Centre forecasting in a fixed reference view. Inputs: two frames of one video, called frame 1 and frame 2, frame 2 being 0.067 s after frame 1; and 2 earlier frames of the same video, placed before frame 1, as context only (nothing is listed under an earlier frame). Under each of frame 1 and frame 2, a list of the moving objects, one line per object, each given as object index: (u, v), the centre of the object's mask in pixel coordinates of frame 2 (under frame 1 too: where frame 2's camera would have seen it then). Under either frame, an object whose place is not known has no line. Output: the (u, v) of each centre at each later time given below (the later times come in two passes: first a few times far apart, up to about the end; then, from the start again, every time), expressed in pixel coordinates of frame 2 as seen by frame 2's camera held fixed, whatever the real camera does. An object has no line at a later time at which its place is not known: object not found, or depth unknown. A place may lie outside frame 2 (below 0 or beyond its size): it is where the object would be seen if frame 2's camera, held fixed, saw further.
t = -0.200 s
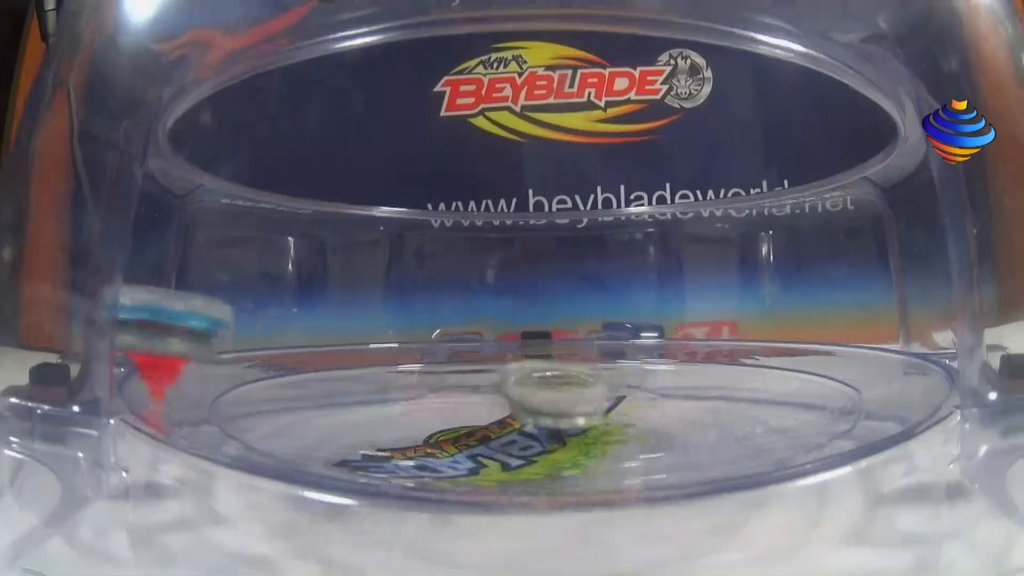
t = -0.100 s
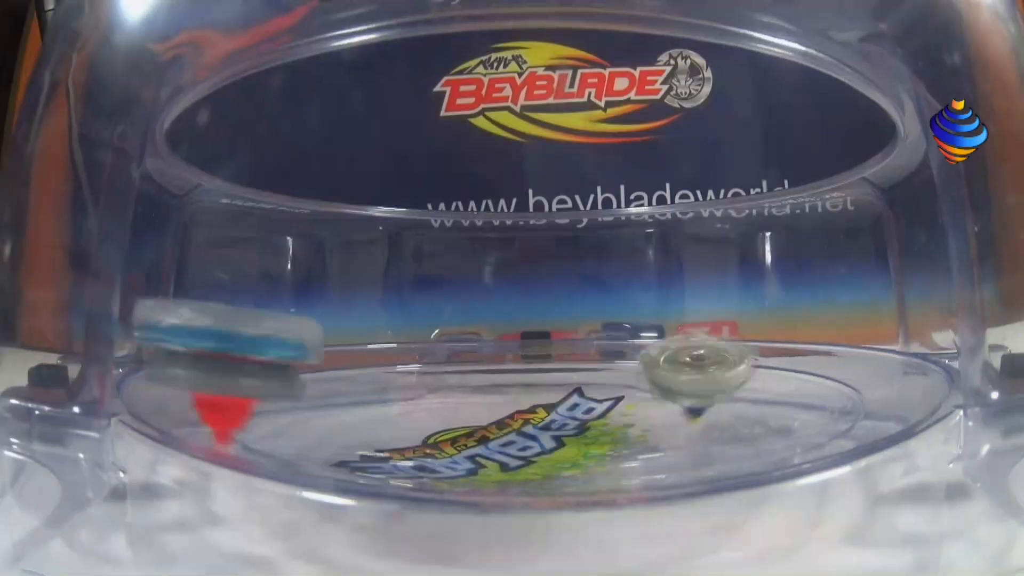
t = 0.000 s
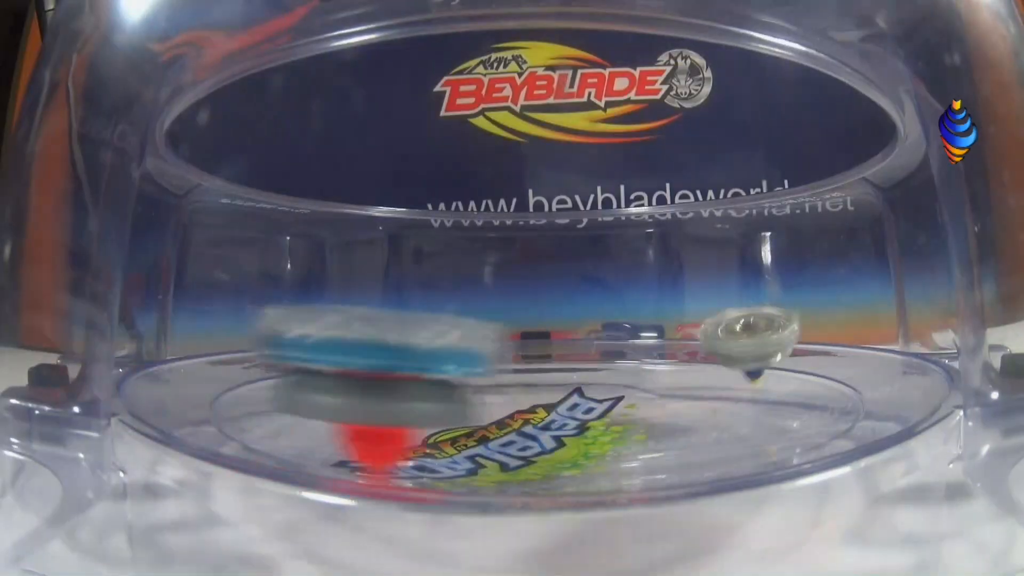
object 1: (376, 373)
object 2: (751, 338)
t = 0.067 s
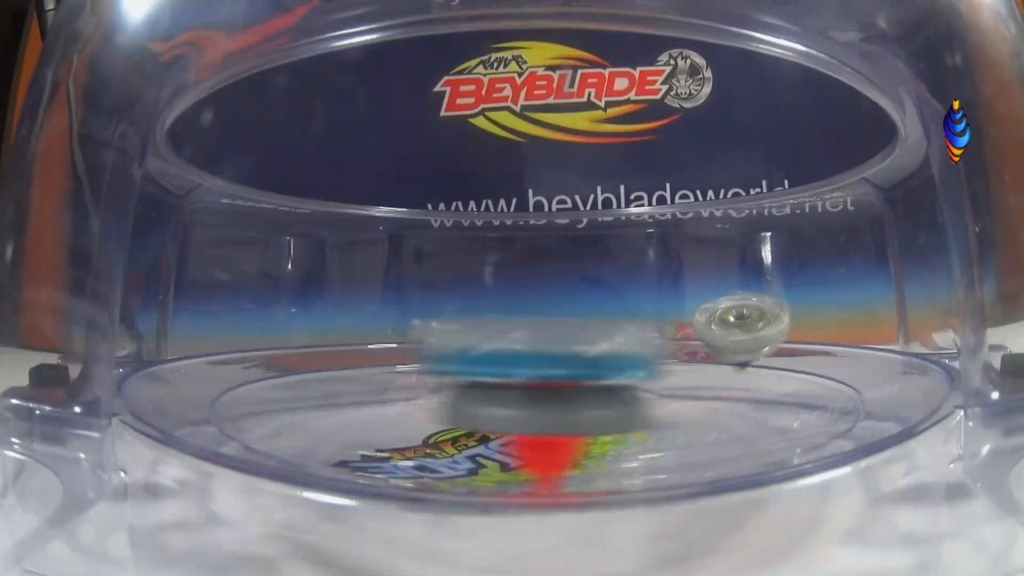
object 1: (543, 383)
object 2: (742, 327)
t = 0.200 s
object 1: (764, 389)
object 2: (686, 333)
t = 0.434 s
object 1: (756, 359)
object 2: (629, 375)
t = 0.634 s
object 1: (669, 342)
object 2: (513, 408)
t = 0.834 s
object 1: (514, 345)
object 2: (630, 410)
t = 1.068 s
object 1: (383, 378)
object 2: (623, 394)
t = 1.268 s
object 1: (461, 418)
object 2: (438, 365)
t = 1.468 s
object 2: (345, 384)
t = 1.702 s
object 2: (581, 402)
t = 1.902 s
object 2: (569, 384)
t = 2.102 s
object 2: (470, 392)
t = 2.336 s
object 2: (559, 407)
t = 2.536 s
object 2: (613, 389)
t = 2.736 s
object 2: (540, 381)
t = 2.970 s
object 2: (502, 396)
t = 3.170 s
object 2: (576, 404)
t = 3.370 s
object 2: (624, 394)
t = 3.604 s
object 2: (581, 389)
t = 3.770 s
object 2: (535, 392)
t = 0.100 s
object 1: (616, 387)
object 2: (736, 323)
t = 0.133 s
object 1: (683, 388)
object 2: (714, 320)
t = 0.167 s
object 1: (731, 392)
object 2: (700, 326)
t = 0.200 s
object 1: (764, 389)
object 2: (686, 333)
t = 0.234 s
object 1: (780, 384)
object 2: (682, 343)
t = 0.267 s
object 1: (787, 380)
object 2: (677, 346)
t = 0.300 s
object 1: (785, 377)
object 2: (673, 351)
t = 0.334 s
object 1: (778, 373)
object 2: (666, 356)
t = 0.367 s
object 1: (766, 370)
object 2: (660, 362)
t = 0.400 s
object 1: (752, 367)
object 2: (652, 370)
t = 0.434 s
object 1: (756, 359)
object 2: (629, 375)
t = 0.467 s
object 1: (753, 354)
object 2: (604, 381)
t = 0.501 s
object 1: (744, 351)
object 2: (581, 388)
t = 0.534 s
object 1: (730, 348)
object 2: (561, 394)
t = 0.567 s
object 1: (713, 346)
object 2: (540, 398)
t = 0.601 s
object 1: (691, 343)
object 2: (524, 404)
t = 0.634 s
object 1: (669, 342)
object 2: (513, 408)
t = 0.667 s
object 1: (645, 340)
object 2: (506, 410)
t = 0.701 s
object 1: (621, 339)
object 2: (510, 413)
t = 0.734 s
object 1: (594, 340)
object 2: (525, 414)
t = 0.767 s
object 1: (566, 340)
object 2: (552, 413)
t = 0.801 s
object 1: (541, 342)
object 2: (590, 412)
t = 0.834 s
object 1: (514, 345)
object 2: (630, 410)
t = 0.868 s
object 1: (489, 348)
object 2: (662, 407)
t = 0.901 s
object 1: (464, 352)
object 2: (685, 403)
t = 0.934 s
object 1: (444, 356)
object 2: (691, 400)
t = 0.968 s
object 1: (425, 361)
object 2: (685, 398)
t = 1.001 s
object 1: (408, 366)
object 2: (669, 397)
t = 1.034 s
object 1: (395, 372)
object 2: (648, 395)
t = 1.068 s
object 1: (383, 378)
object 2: (623, 394)
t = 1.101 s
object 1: (378, 385)
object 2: (594, 392)
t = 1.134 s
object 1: (378, 393)
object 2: (569, 392)
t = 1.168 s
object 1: (386, 400)
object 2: (534, 389)
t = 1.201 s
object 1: (401, 406)
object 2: (507, 386)
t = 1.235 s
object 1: (427, 412)
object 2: (478, 371)
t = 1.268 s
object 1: (461, 418)
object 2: (438, 365)
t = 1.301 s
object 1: (508, 420)
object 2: (410, 374)
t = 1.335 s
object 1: (561, 419)
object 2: (390, 375)
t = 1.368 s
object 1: (614, 415)
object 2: (366, 374)
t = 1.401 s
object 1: (666, 409)
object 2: (350, 375)
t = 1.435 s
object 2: (342, 378)
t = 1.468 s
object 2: (345, 384)
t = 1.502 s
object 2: (361, 391)
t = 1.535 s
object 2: (390, 399)
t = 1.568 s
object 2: (427, 405)
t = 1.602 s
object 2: (469, 409)
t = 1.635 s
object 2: (512, 410)
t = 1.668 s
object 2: (550, 408)
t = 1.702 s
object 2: (581, 402)
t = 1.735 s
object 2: (601, 397)
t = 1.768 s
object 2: (614, 392)
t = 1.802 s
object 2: (620, 387)
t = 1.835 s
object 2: (605, 387)
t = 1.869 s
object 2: (588, 385)
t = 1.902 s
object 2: (569, 384)
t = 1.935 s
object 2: (547, 383)
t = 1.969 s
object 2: (527, 384)
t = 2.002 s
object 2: (508, 385)
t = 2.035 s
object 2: (493, 388)
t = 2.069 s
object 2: (479, 389)
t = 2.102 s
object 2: (470, 392)
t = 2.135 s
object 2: (467, 396)
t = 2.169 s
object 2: (471, 400)
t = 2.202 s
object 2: (480, 403)
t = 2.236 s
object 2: (498, 406)
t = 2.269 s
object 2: (515, 407)
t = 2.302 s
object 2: (537, 408)
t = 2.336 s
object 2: (559, 407)
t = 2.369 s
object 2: (581, 404)
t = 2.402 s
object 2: (598, 401)
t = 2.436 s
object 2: (609, 399)
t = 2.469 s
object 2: (617, 395)
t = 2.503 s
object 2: (618, 393)
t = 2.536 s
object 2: (613, 389)
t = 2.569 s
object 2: (604, 386)
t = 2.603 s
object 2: (602, 380)
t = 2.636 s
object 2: (577, 365)
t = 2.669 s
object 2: (560, 368)
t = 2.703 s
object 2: (551, 380)
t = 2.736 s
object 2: (540, 381)
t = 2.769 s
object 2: (527, 382)
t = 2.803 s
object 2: (516, 384)
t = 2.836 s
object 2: (508, 387)
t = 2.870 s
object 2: (503, 389)
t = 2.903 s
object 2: (498, 391)
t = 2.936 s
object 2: (498, 394)
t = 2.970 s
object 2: (502, 396)
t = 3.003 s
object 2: (507, 399)
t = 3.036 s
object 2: (516, 402)
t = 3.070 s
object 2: (530, 403)
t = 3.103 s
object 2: (544, 404)
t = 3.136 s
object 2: (560, 405)
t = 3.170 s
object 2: (576, 404)
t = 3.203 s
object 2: (590, 402)
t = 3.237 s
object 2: (601, 401)
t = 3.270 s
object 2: (609, 398)
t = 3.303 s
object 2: (617, 396)
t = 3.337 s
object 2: (623, 396)
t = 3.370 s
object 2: (624, 394)
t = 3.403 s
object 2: (624, 392)
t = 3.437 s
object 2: (620, 390)
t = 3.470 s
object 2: (614, 390)
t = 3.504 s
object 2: (608, 389)
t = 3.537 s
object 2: (598, 388)
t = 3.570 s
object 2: (588, 388)
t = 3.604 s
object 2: (581, 389)
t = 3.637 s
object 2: (573, 390)
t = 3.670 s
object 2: (562, 390)
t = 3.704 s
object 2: (551, 390)
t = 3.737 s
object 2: (543, 391)
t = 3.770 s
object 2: (535, 392)
